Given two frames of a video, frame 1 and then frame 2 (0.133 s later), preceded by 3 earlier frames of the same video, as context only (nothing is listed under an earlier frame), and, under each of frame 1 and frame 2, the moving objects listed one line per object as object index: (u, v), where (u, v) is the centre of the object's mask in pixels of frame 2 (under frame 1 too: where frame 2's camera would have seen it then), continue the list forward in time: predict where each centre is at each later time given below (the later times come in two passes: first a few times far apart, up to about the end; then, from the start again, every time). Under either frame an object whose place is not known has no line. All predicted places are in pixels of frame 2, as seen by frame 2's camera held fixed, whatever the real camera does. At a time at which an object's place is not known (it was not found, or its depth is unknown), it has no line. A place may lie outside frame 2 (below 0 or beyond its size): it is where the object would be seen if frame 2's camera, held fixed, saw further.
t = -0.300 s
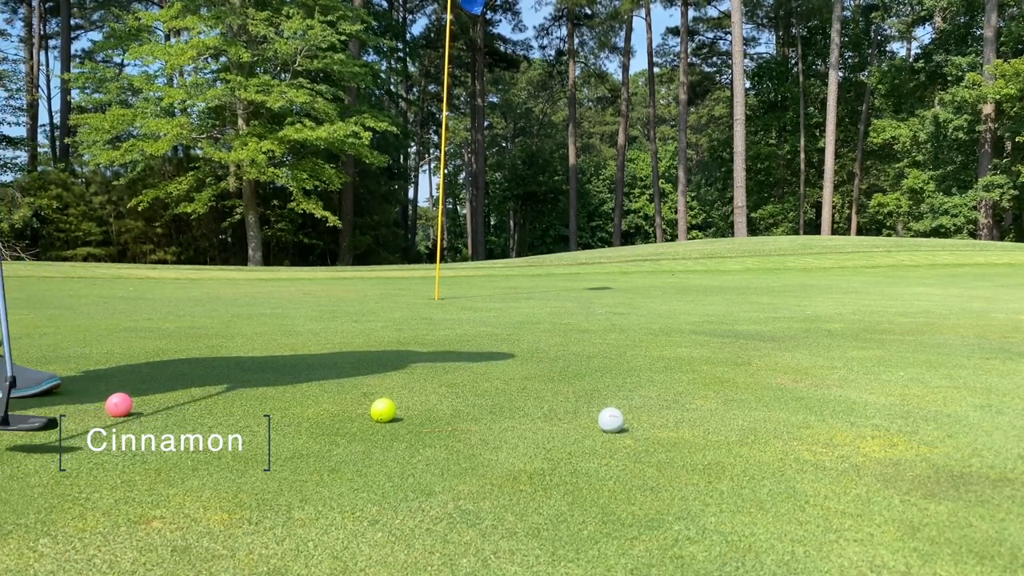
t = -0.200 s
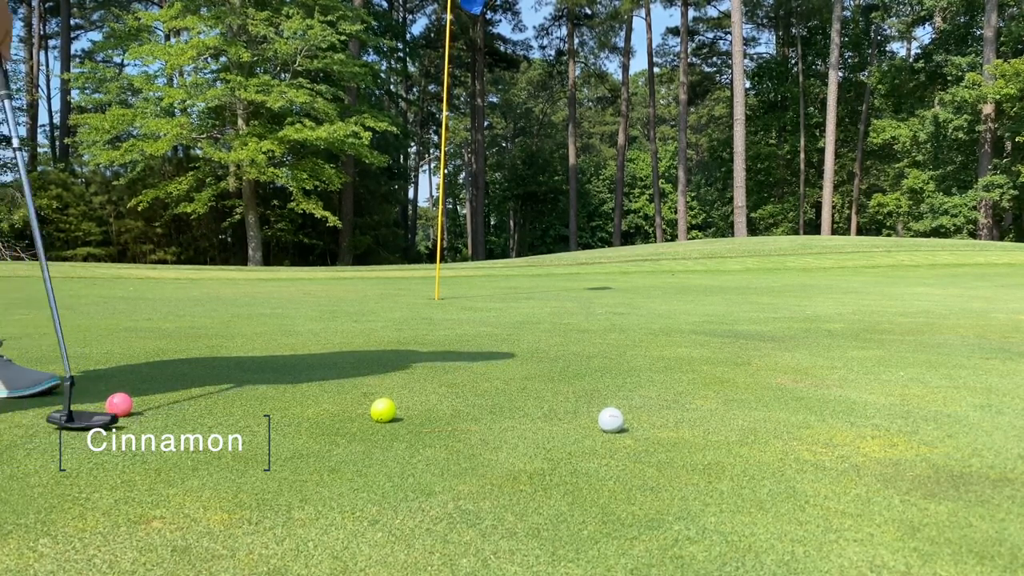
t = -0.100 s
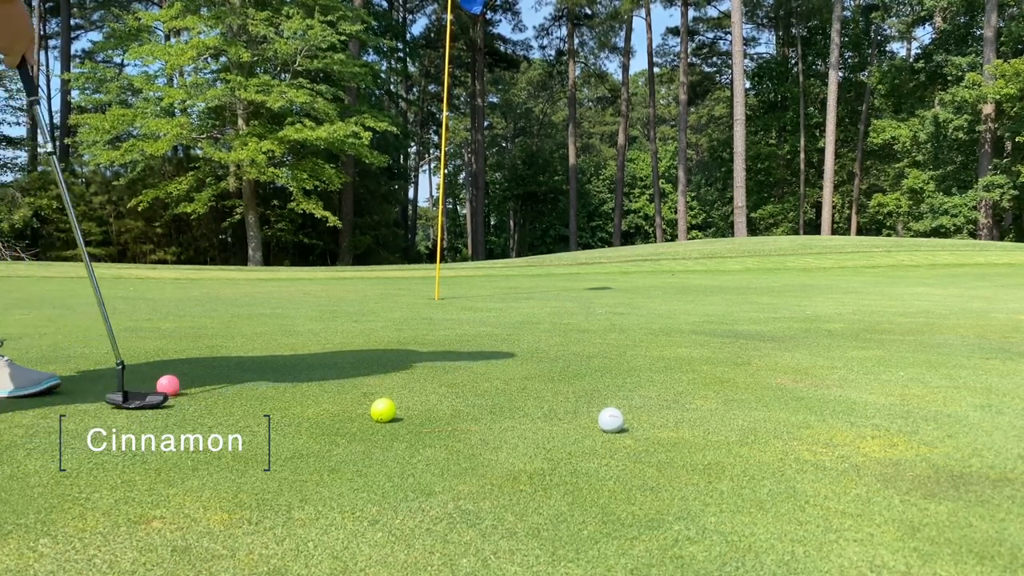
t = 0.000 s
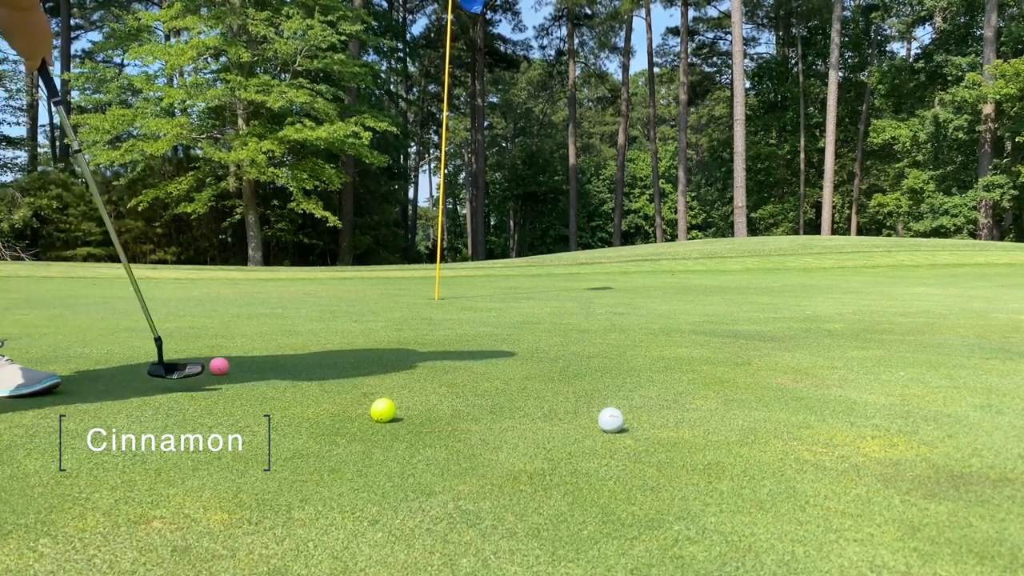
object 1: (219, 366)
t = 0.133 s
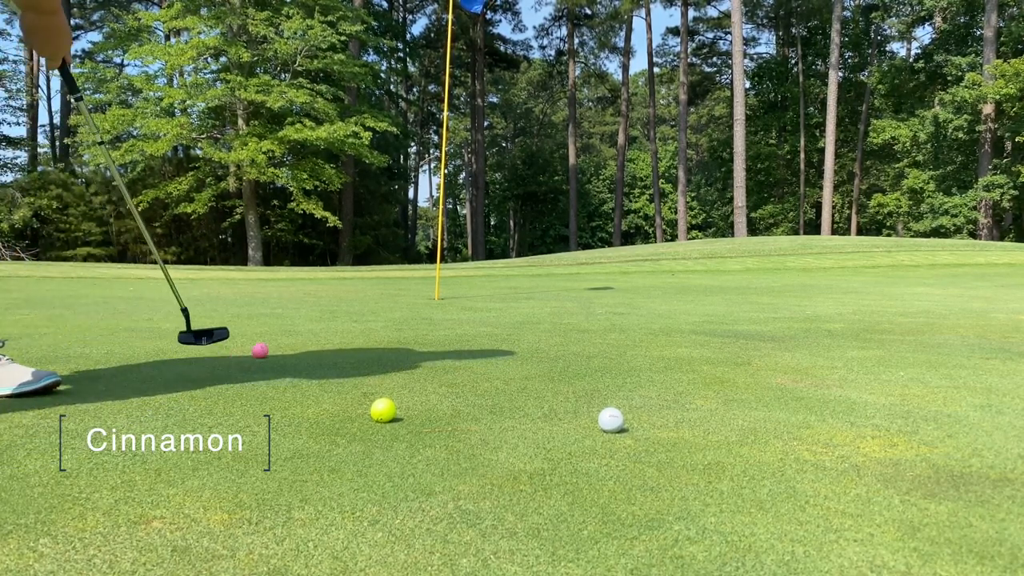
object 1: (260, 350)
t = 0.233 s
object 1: (283, 341)
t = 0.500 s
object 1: (326, 326)
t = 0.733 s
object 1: (352, 316)
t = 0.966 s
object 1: (369, 310)
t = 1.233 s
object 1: (386, 305)
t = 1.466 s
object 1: (396, 302)
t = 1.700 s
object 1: (404, 299)
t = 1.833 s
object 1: (409, 299)
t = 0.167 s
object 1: (268, 347)
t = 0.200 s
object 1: (276, 344)
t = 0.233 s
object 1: (283, 341)
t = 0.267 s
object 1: (289, 339)
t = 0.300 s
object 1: (296, 337)
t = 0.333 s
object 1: (301, 335)
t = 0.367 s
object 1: (307, 332)
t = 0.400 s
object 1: (312, 331)
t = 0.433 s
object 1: (317, 329)
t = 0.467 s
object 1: (321, 327)
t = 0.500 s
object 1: (326, 326)
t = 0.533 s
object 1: (330, 324)
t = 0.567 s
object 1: (334, 323)
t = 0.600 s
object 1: (338, 321)
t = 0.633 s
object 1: (341, 320)
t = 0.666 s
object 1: (345, 319)
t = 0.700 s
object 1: (348, 317)
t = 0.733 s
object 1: (352, 316)
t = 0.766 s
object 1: (354, 315)
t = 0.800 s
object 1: (357, 314)
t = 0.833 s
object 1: (360, 314)
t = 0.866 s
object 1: (363, 312)
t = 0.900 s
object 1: (365, 312)
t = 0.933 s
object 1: (367, 311)
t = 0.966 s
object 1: (369, 310)
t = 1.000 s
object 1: (372, 309)
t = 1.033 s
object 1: (374, 309)
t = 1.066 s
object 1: (376, 307)
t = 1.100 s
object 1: (379, 307)
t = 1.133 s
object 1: (380, 306)
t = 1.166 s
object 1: (382, 306)
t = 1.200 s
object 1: (384, 305)
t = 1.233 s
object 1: (386, 305)
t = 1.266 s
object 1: (387, 304)
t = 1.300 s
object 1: (389, 304)
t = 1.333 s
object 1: (391, 303)
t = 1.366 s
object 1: (392, 303)
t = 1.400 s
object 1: (394, 303)
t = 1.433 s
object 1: (395, 302)
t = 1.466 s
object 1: (396, 302)
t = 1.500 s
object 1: (397, 302)
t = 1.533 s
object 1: (398, 301)
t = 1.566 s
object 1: (400, 301)
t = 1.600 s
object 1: (401, 301)
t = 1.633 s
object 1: (402, 300)
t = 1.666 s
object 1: (403, 300)
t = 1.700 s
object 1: (404, 299)
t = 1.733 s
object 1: (405, 299)
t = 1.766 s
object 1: (406, 299)
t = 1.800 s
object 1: (408, 299)
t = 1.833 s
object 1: (409, 299)
